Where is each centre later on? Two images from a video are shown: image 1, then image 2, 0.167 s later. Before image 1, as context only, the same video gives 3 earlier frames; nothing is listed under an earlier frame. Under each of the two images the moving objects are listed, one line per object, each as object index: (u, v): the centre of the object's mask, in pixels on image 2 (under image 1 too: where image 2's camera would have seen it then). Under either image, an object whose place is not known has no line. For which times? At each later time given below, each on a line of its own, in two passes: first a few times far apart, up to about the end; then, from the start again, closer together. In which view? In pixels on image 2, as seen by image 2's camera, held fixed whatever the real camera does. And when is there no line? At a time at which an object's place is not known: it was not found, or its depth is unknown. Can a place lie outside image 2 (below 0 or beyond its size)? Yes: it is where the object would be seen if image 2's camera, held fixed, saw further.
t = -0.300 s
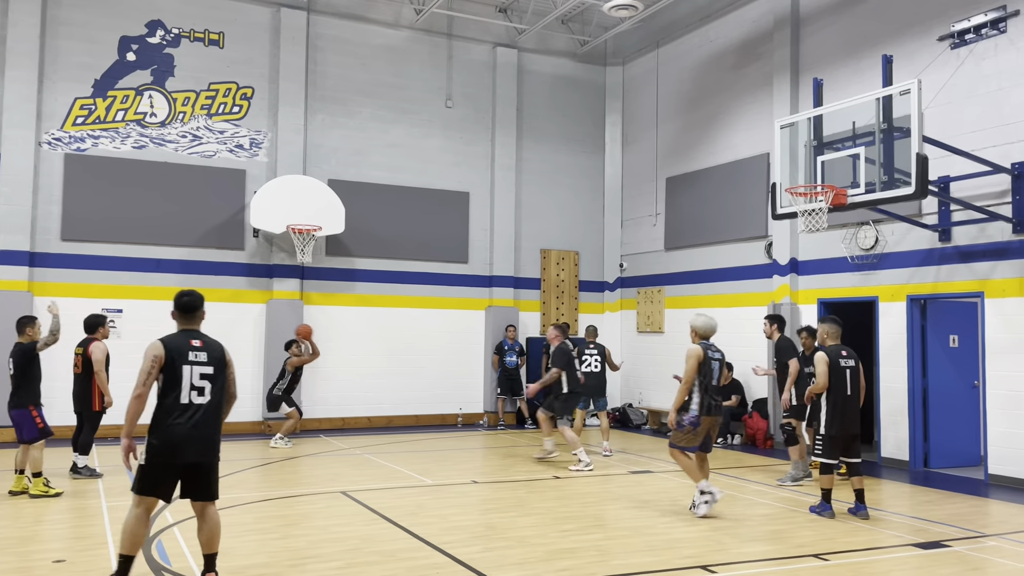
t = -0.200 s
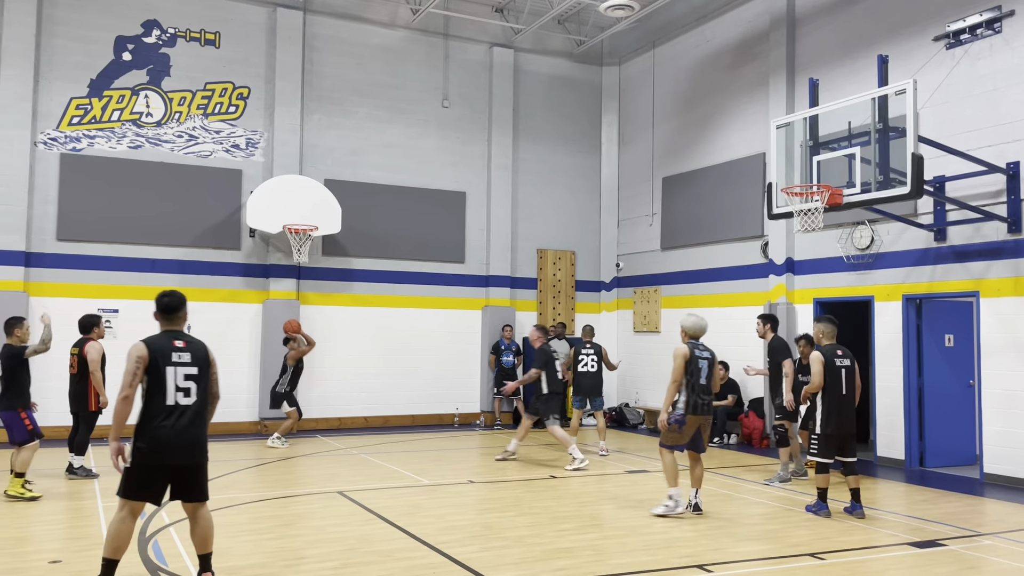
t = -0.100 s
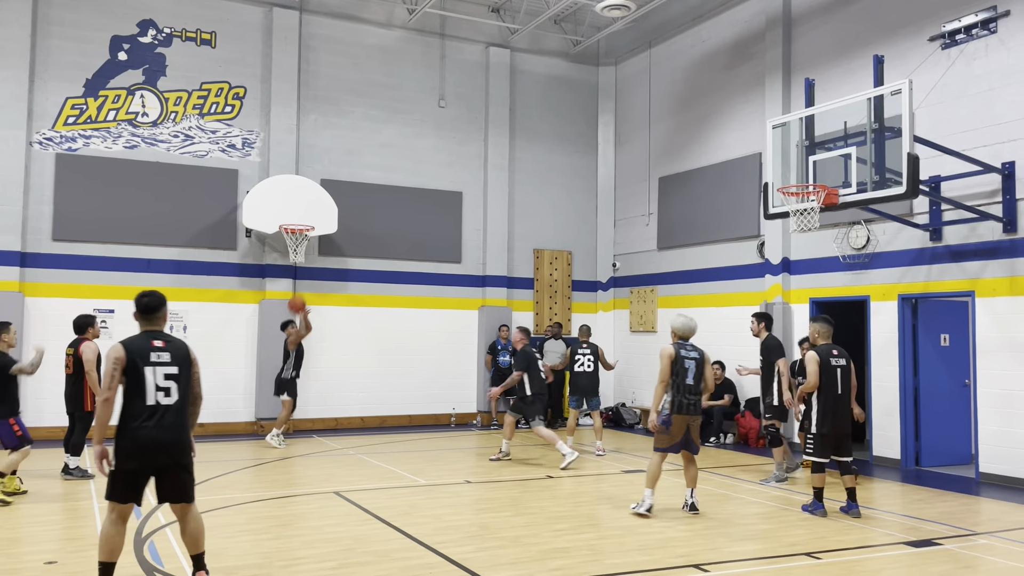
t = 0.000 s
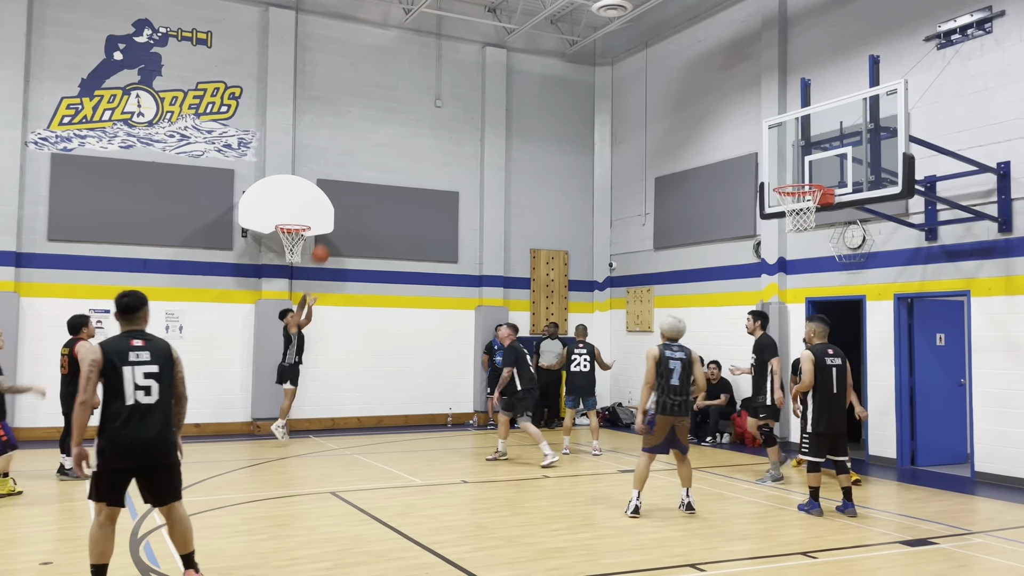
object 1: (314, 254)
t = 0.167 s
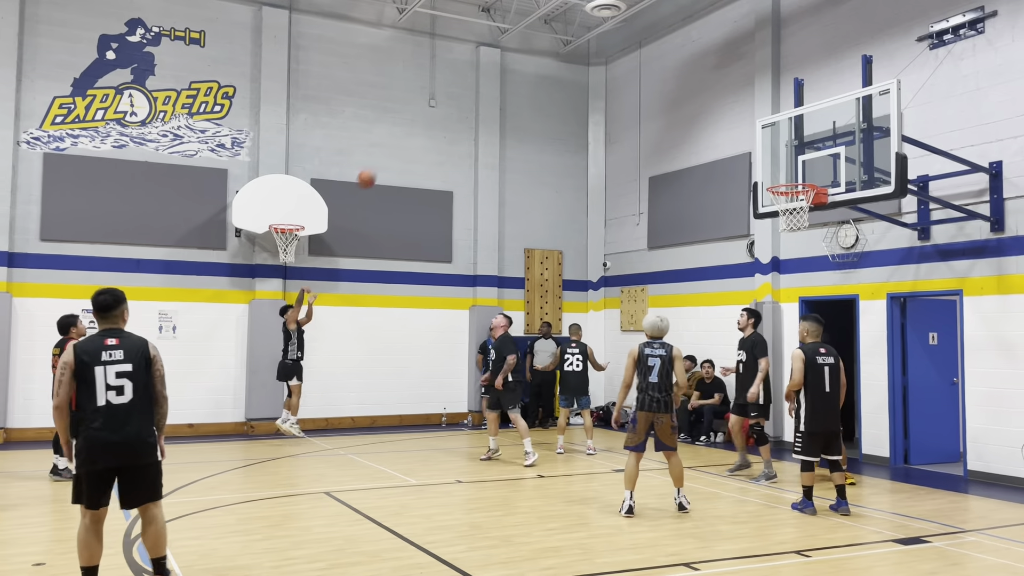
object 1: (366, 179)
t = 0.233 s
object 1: (388, 153)
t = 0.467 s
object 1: (467, 83)
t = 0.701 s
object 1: (551, 51)
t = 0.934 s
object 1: (643, 63)
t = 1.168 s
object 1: (746, 126)
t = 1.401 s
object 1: (787, 162)
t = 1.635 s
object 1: (733, 157)
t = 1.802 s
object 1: (689, 179)
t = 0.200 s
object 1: (377, 166)
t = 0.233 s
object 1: (388, 153)
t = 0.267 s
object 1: (398, 142)
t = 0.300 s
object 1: (410, 129)
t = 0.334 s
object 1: (421, 119)
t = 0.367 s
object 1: (432, 109)
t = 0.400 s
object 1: (443, 100)
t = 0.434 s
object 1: (455, 91)
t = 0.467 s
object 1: (467, 83)
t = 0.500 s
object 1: (478, 76)
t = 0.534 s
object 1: (490, 70)
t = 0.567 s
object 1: (502, 64)
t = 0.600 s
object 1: (514, 60)
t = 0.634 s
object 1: (526, 57)
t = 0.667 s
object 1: (538, 53)
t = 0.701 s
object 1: (551, 51)
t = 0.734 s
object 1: (563, 50)
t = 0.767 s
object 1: (576, 50)
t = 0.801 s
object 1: (589, 51)
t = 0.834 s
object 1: (602, 52)
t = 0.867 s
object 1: (615, 55)
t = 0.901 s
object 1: (630, 59)
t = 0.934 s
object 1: (643, 63)
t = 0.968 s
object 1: (657, 68)
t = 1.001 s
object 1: (672, 75)
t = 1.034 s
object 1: (686, 83)
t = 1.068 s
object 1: (700, 92)
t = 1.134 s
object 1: (730, 113)
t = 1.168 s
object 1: (746, 126)
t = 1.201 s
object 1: (763, 140)
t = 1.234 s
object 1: (778, 155)
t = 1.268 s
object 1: (795, 171)
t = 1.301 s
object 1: (800, 174)
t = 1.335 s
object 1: (796, 170)
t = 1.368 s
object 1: (792, 165)
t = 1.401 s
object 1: (787, 162)
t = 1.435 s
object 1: (784, 160)
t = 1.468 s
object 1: (780, 158)
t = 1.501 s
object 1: (770, 156)
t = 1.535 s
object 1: (760, 155)
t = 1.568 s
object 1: (751, 155)
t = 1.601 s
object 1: (742, 155)
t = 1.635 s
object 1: (733, 157)
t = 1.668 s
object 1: (724, 160)
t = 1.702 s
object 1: (715, 164)
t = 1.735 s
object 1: (707, 168)
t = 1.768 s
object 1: (698, 173)
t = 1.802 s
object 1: (689, 179)
